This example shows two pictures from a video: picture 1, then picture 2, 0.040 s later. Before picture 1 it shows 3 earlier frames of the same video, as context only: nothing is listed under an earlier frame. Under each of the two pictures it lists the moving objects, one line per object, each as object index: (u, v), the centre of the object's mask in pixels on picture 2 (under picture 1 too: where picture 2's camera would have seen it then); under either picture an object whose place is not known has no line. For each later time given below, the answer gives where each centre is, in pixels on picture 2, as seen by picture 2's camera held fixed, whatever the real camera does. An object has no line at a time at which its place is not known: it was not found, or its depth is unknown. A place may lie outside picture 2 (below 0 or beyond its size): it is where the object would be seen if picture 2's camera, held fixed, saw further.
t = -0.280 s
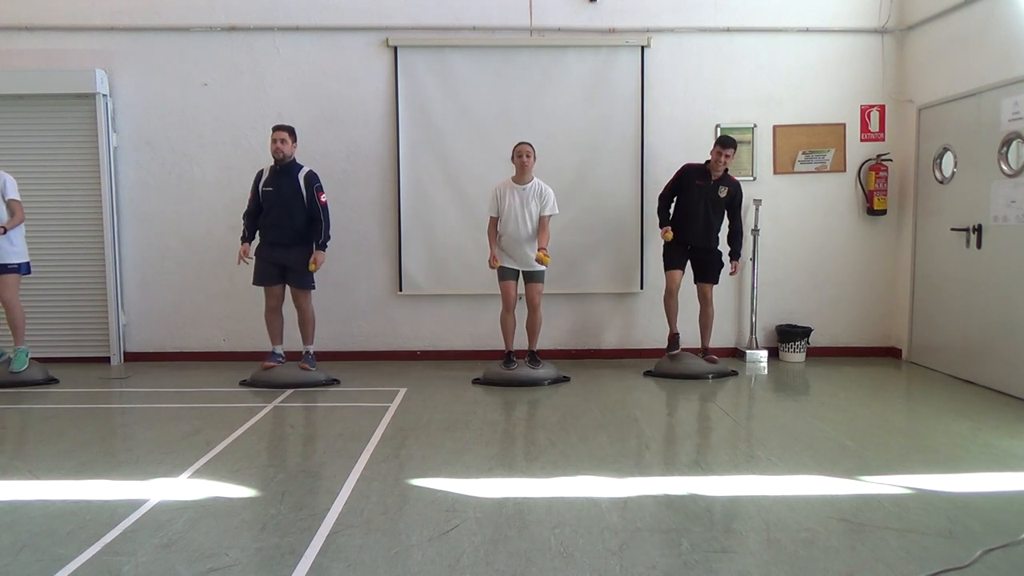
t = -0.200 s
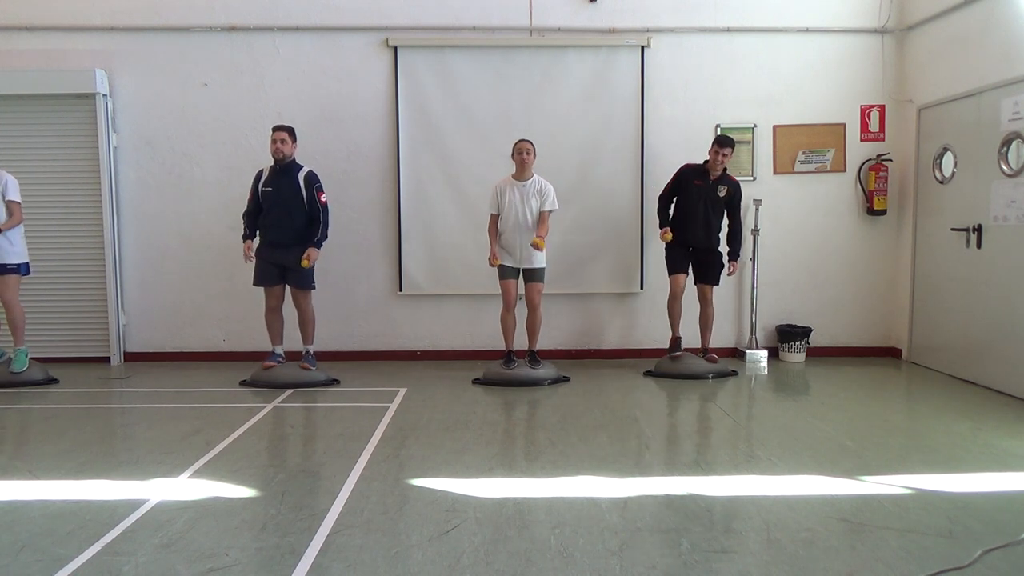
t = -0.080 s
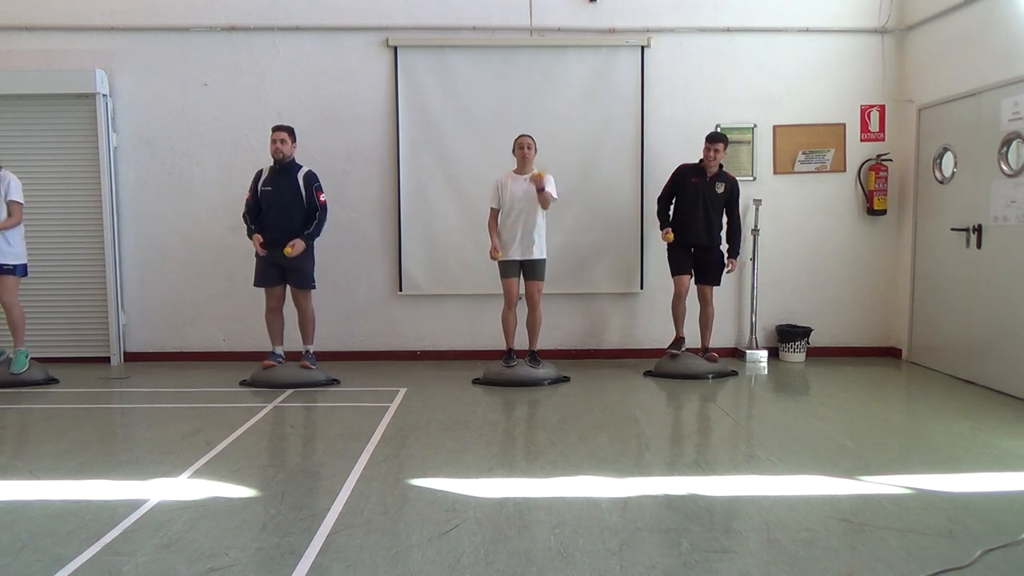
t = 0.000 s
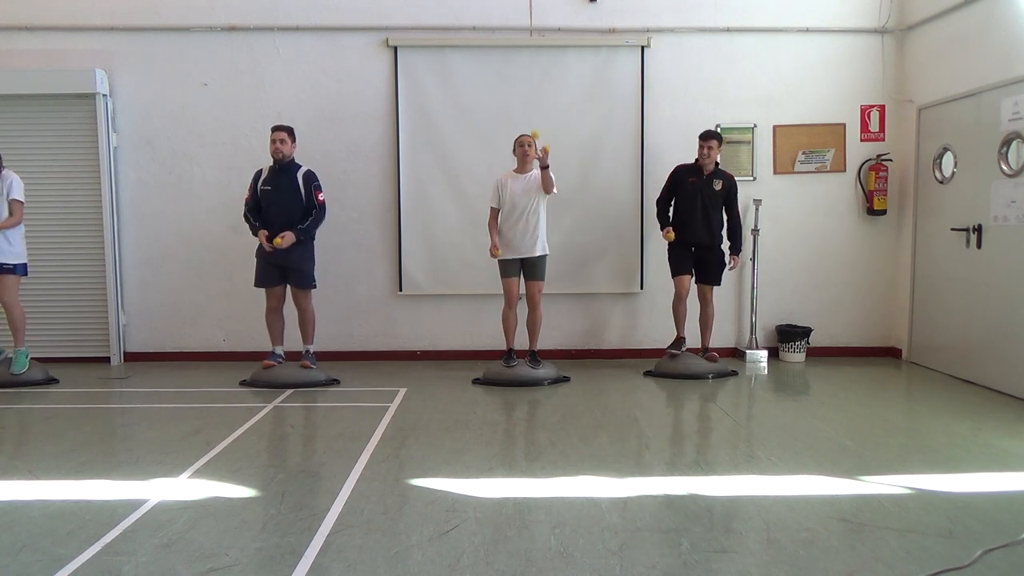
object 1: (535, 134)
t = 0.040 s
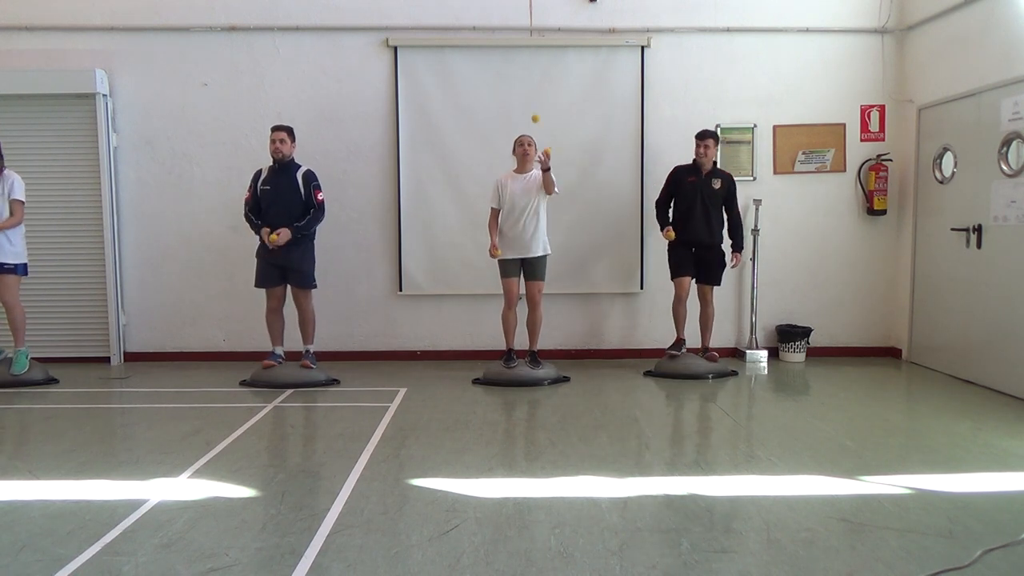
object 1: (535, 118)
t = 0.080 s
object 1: (536, 104)
